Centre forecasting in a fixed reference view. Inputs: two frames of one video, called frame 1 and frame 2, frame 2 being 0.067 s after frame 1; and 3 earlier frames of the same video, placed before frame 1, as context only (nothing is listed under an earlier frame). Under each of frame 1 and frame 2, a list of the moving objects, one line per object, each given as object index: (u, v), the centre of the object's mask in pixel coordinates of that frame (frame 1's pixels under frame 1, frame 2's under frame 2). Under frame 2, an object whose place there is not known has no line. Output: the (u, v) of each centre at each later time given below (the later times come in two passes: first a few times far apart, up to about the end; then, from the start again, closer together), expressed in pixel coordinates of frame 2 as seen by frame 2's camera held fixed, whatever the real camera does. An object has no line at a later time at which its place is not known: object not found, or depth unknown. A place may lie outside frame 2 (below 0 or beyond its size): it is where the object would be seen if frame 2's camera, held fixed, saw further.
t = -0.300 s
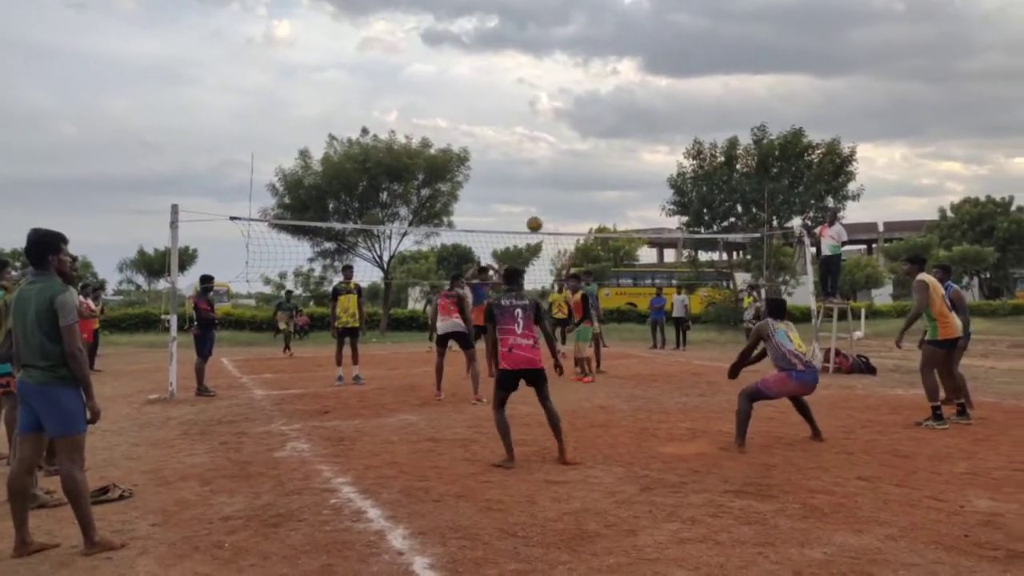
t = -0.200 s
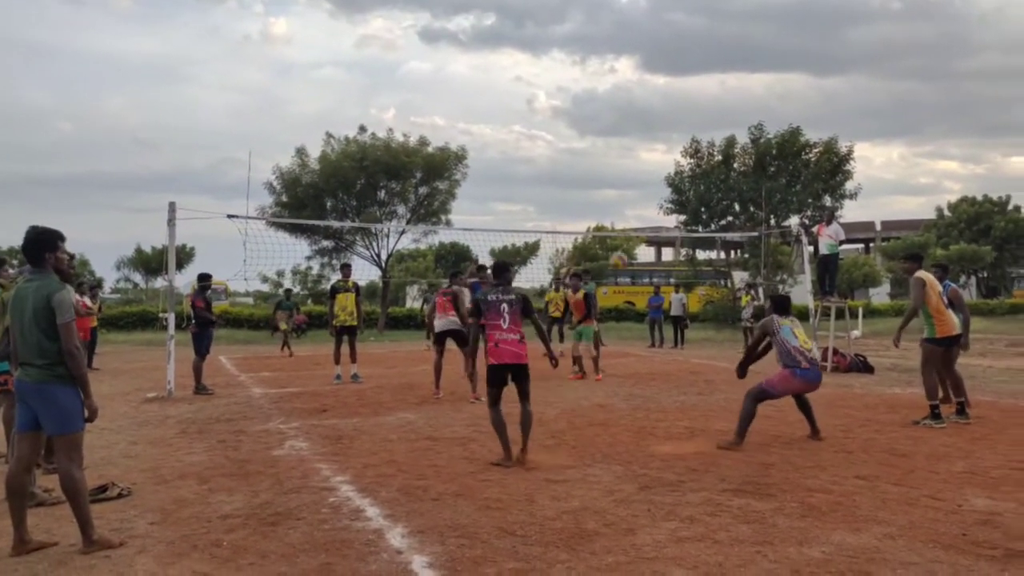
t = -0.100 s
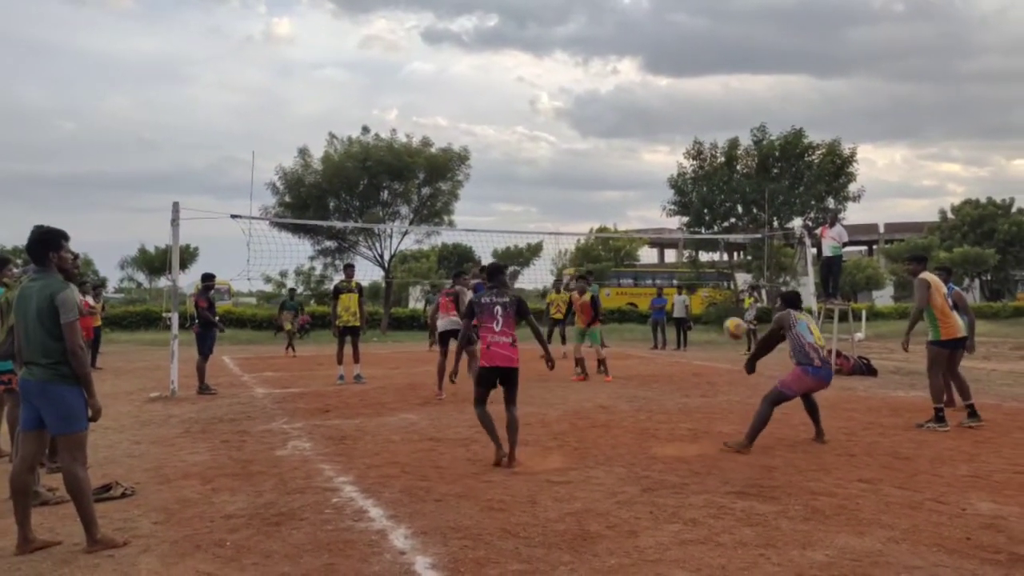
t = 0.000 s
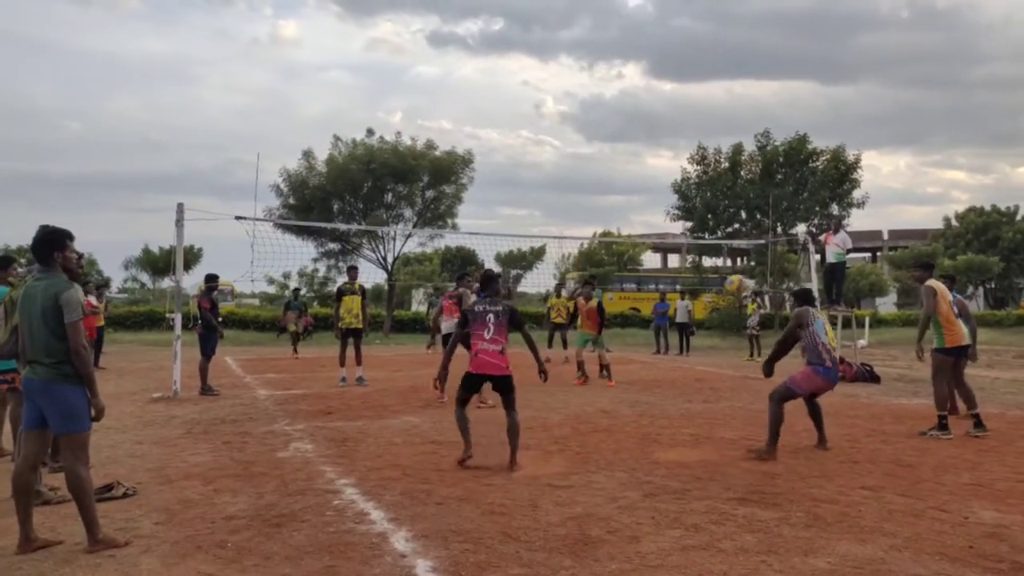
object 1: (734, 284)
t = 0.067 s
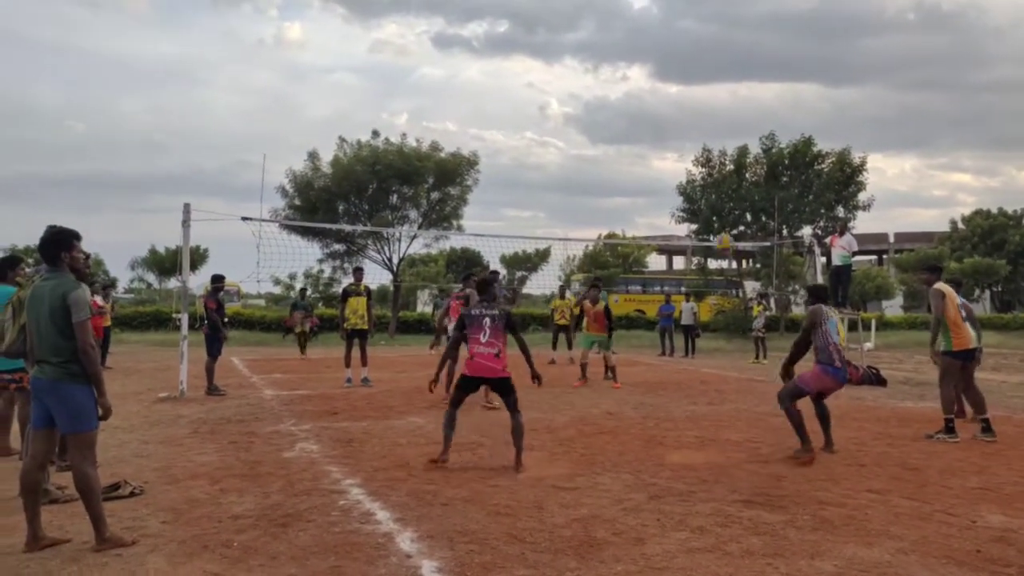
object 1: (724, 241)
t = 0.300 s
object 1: (669, 137)
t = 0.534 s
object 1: (627, 89)
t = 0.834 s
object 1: (582, 95)
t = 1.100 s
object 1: (551, 149)
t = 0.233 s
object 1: (683, 161)
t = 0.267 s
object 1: (676, 148)
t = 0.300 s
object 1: (669, 137)
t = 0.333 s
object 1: (663, 128)
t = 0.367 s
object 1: (656, 118)
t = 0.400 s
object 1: (650, 111)
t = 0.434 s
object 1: (643, 104)
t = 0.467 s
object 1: (638, 99)
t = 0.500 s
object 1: (633, 93)
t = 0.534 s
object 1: (627, 89)
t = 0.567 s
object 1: (621, 86)
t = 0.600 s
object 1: (616, 84)
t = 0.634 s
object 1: (610, 84)
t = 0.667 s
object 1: (606, 84)
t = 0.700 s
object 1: (602, 84)
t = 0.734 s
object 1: (598, 86)
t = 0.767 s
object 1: (592, 87)
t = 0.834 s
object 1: (582, 95)
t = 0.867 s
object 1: (579, 99)
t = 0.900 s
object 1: (574, 103)
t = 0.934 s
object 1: (570, 110)
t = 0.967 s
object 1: (566, 117)
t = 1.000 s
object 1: (563, 124)
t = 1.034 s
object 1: (559, 131)
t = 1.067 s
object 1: (554, 140)
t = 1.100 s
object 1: (551, 149)
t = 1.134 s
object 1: (547, 159)
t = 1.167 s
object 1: (544, 170)
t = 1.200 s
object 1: (540, 181)
